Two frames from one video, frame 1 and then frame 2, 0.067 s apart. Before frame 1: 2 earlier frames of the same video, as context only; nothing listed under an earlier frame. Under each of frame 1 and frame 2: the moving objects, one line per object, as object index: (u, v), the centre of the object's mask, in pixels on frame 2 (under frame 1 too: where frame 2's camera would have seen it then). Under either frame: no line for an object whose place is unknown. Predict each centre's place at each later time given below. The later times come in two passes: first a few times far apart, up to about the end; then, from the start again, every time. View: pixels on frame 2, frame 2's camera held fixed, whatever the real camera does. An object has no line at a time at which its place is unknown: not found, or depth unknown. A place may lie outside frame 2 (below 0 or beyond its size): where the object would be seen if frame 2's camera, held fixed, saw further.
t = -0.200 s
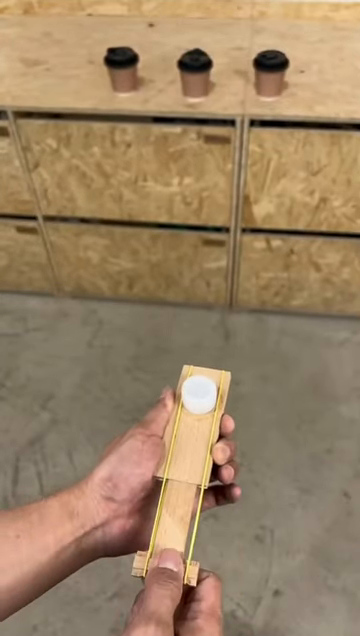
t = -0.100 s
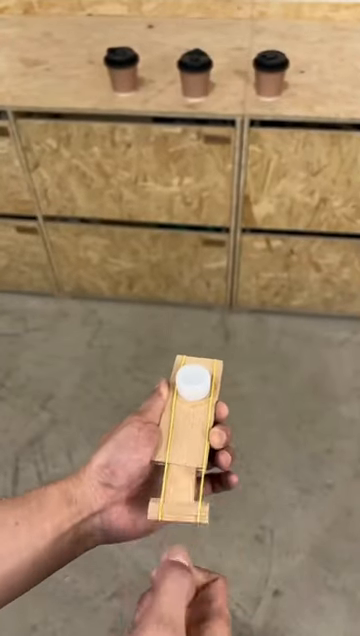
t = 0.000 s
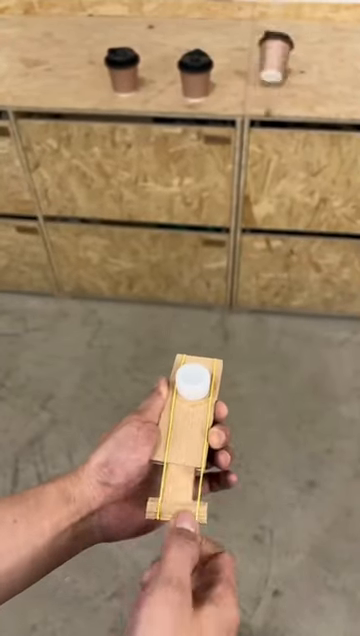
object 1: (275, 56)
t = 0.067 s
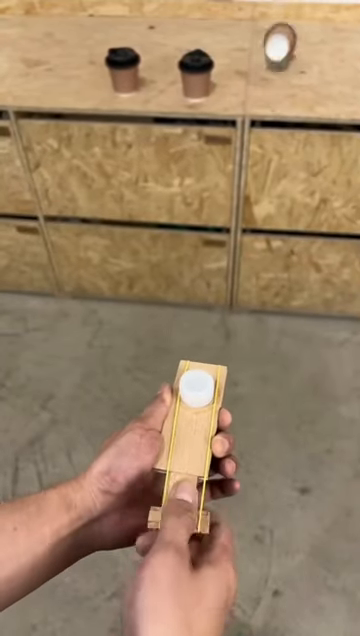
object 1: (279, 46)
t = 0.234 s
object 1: (283, 18)
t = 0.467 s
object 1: (276, 19)
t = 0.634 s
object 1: (272, 23)
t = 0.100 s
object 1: (282, 28)
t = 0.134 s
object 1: (284, 25)
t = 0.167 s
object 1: (284, 30)
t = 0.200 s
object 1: (284, 24)
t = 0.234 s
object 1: (283, 18)
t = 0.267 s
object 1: (281, 21)
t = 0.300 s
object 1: (281, 19)
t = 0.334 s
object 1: (280, 20)
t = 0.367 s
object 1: (279, 19)
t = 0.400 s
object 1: (279, 14)
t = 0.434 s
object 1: (277, 18)
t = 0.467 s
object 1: (276, 19)
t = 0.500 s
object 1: (275, 23)
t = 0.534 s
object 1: (275, 23)
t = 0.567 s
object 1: (274, 22)
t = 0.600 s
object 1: (273, 23)
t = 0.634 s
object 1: (272, 23)
